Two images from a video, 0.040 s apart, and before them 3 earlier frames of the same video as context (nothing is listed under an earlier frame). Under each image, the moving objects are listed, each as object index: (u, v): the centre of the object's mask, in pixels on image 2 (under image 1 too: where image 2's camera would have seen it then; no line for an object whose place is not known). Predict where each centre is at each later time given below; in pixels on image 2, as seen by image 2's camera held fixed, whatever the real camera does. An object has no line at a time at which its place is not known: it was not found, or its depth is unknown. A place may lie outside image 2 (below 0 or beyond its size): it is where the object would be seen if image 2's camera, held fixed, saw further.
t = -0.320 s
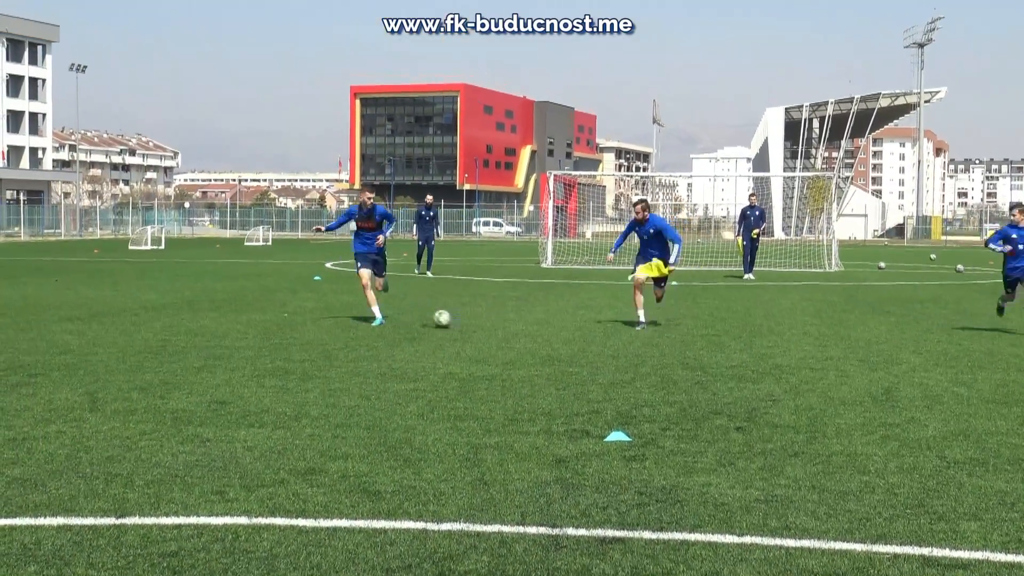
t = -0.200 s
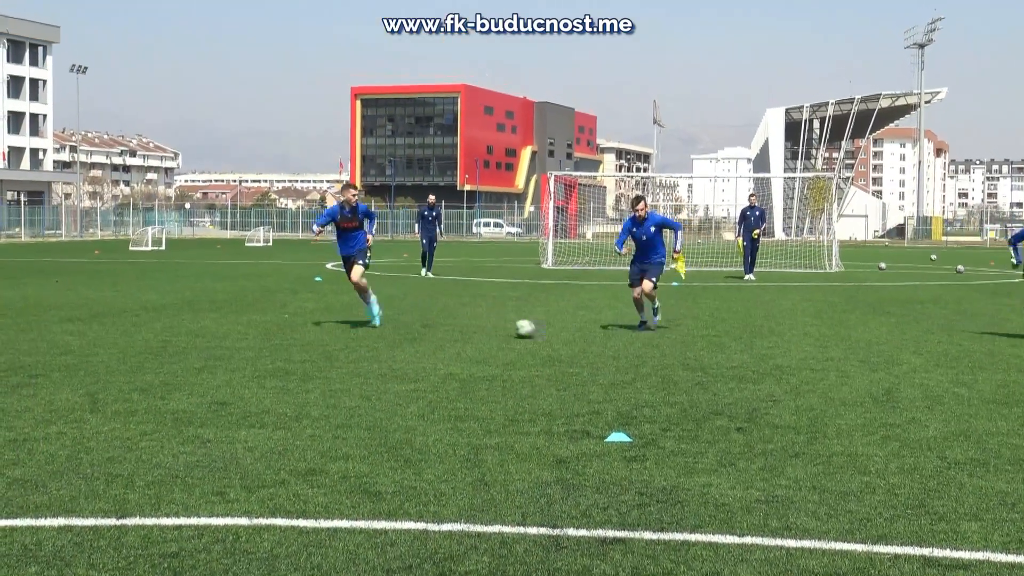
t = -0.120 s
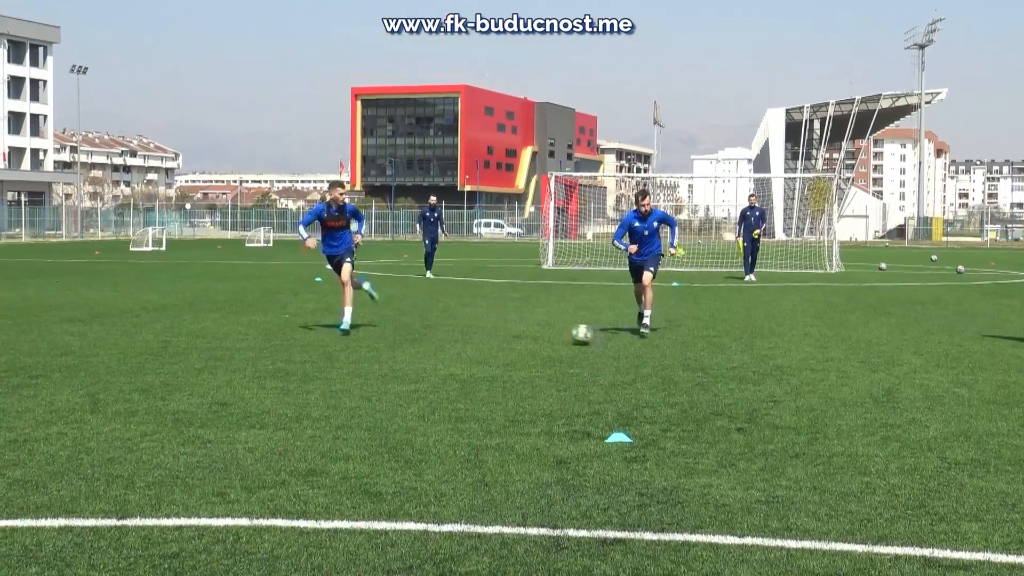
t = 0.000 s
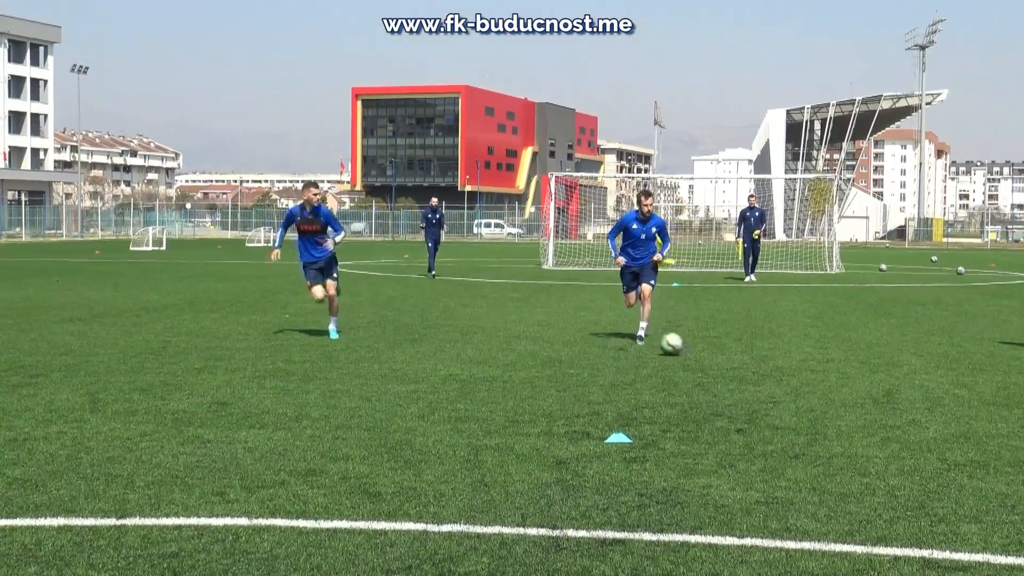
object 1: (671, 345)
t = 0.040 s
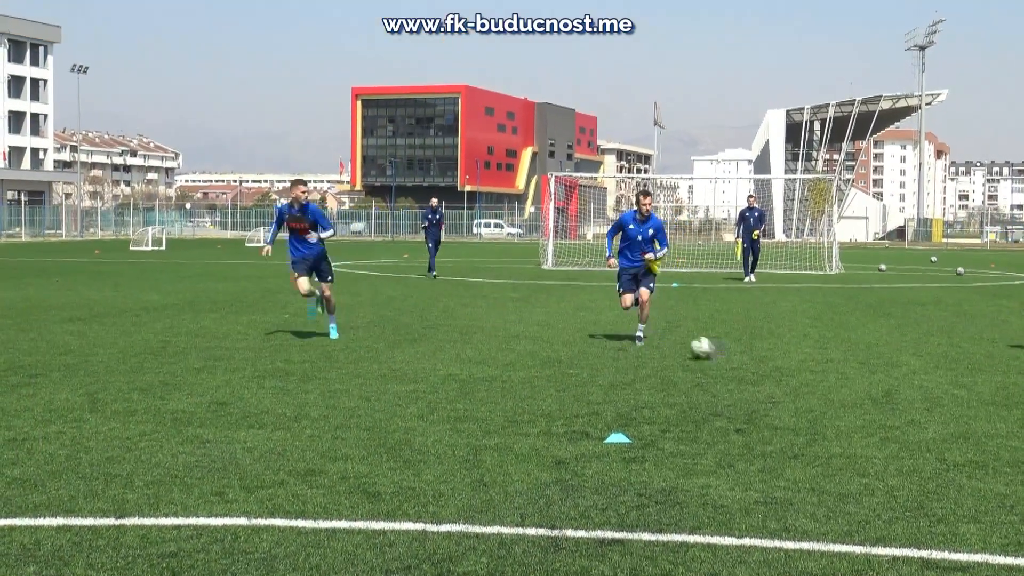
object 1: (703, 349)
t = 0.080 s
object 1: (733, 352)
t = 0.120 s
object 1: (763, 354)
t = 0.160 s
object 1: (795, 358)
